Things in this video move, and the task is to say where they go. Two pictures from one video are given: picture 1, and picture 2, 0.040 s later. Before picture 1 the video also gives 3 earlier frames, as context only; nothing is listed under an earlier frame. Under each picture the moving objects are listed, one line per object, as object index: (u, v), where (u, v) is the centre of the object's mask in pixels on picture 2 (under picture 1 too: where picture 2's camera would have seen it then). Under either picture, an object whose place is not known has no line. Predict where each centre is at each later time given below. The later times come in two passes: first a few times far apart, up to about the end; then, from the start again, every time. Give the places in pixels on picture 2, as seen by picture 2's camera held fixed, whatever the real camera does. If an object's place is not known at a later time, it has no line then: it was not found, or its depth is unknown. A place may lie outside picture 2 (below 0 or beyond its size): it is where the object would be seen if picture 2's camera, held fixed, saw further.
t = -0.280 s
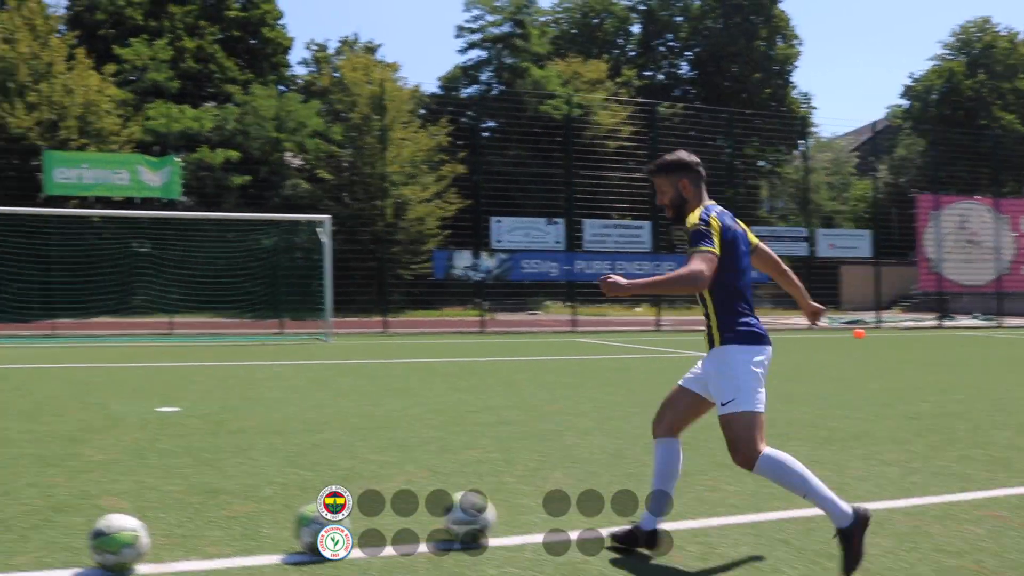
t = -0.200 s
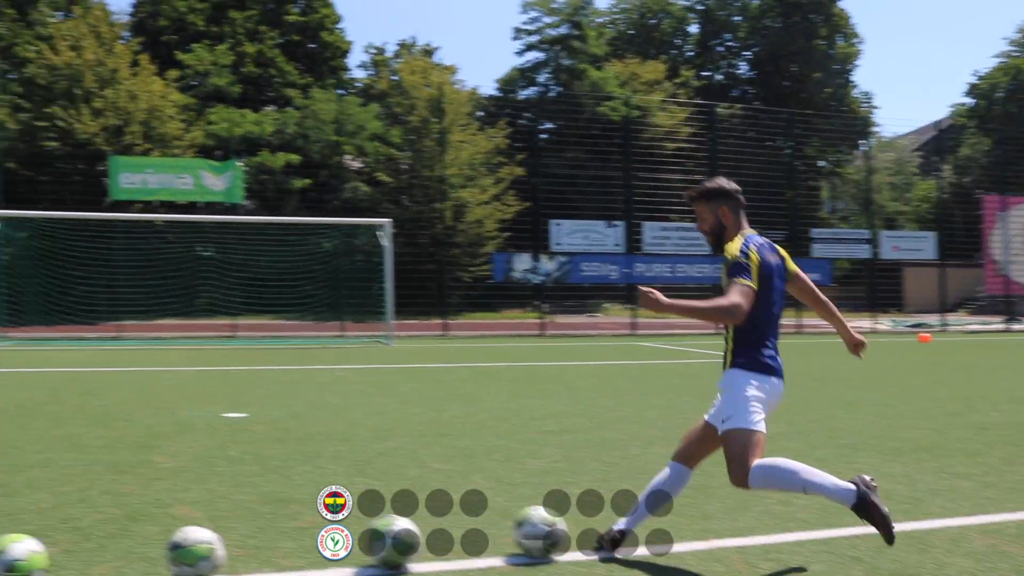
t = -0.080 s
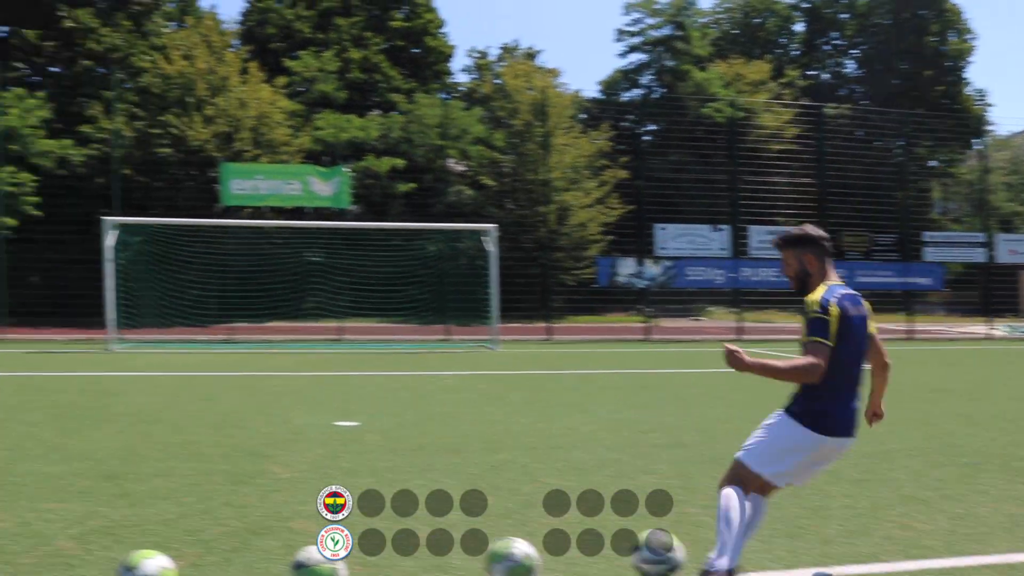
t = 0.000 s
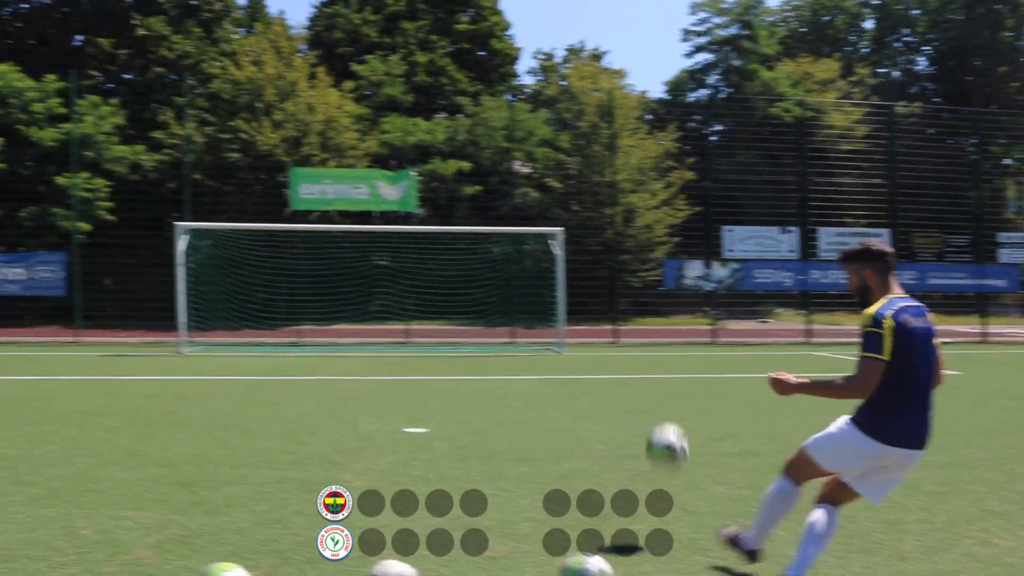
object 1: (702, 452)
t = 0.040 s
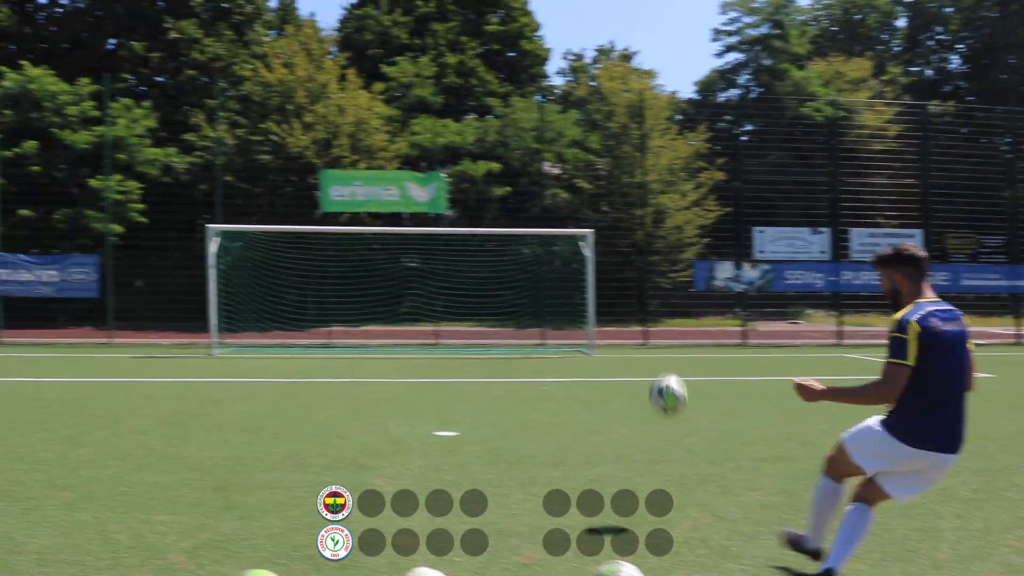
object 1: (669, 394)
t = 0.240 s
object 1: (589, 247)
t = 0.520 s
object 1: (549, 189)
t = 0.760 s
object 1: (538, 188)
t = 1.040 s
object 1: (534, 212)
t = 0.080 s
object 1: (644, 349)
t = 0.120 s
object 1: (627, 314)
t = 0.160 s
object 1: (612, 288)
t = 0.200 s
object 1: (600, 265)
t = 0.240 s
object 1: (589, 247)
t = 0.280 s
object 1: (580, 232)
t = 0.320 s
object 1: (573, 220)
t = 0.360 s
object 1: (566, 211)
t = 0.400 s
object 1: (561, 203)
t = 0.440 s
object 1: (557, 197)
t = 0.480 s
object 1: (553, 193)
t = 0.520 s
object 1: (549, 189)
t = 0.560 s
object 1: (547, 187)
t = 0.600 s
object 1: (544, 186)
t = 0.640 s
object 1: (542, 185)
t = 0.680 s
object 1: (540, 185)
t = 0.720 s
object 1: (539, 186)
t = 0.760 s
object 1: (538, 188)
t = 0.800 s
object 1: (537, 189)
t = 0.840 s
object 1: (536, 192)
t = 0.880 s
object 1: (535, 195)
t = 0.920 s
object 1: (535, 199)
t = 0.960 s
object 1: (534, 203)
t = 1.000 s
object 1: (534, 208)
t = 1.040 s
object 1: (534, 212)
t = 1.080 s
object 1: (534, 217)
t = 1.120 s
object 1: (534, 223)
